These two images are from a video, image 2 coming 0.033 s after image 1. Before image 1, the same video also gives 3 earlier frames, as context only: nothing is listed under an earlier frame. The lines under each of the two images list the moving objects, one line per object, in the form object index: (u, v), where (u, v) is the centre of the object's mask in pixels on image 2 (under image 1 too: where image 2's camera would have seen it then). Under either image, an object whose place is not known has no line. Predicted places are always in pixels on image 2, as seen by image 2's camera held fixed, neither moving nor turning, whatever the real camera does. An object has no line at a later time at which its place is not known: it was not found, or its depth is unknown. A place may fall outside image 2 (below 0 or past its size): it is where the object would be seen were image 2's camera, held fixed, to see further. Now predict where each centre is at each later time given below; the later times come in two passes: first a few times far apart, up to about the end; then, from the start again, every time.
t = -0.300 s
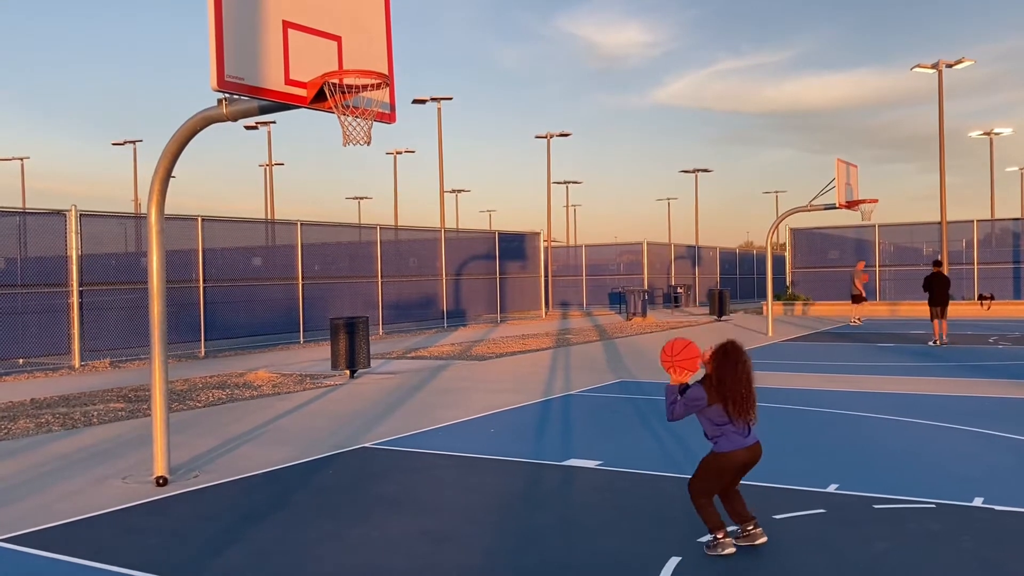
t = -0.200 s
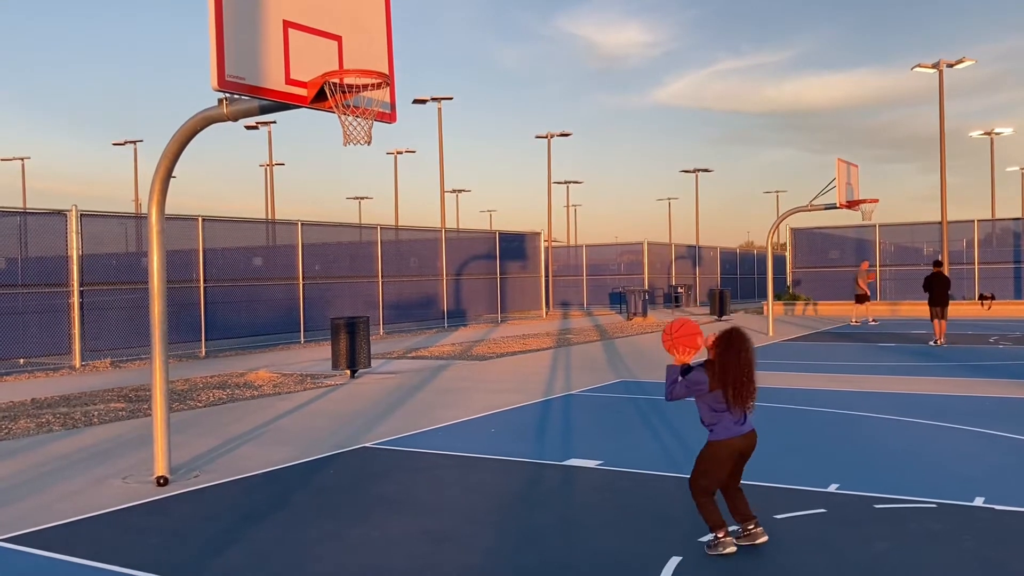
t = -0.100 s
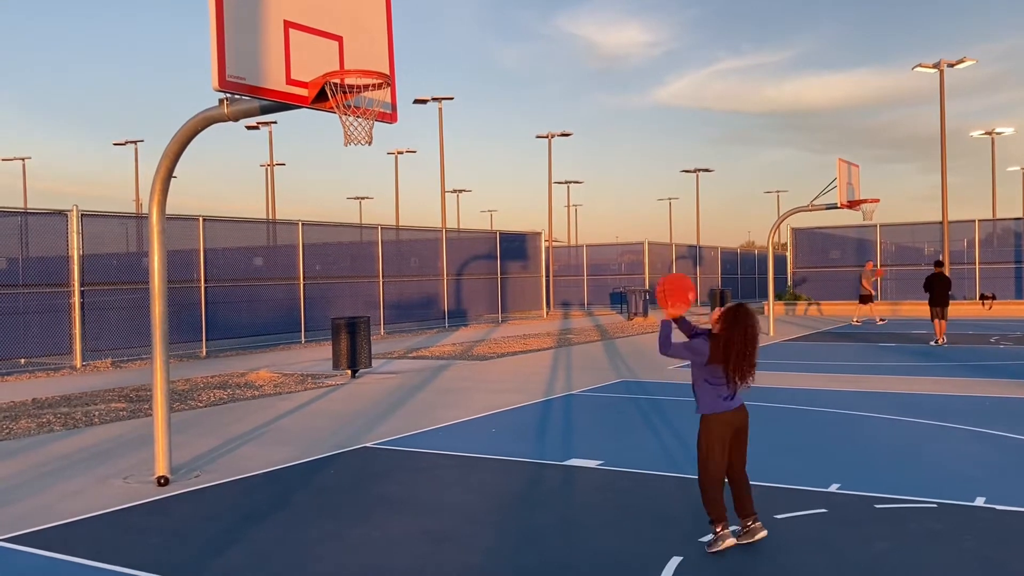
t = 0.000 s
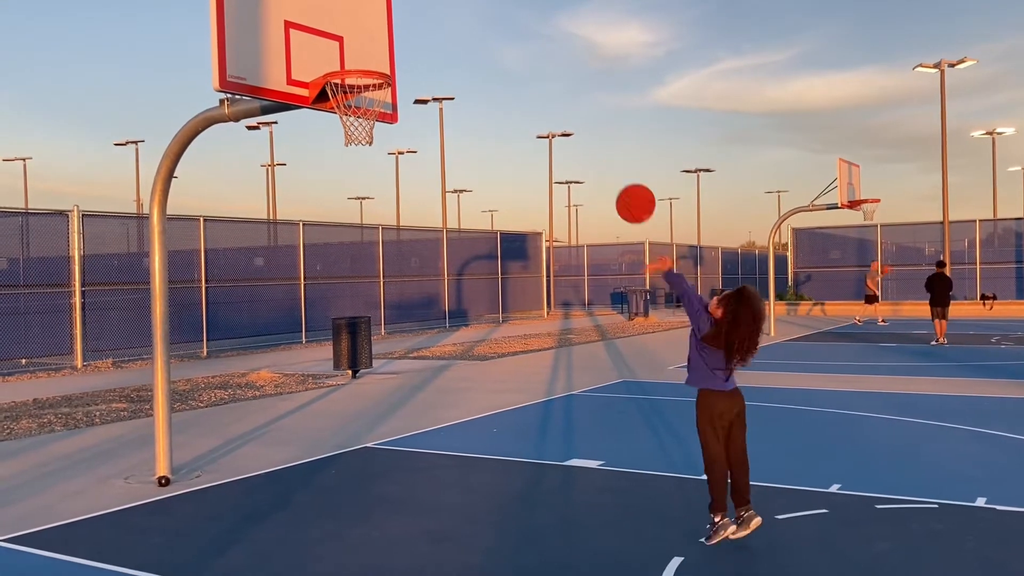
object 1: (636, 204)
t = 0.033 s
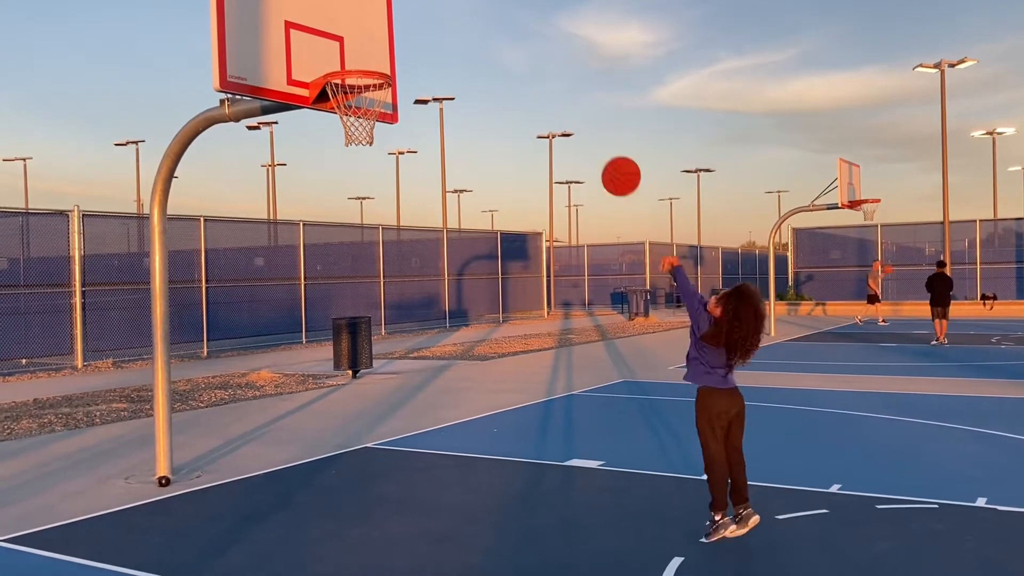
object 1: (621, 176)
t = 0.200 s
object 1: (552, 72)
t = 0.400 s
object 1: (480, 14)
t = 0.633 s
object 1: (407, 23)
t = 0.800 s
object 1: (361, 65)
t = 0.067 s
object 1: (607, 151)
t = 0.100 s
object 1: (593, 128)
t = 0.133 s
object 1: (579, 107)
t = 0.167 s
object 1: (565, 89)
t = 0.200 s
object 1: (552, 72)
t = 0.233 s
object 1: (540, 57)
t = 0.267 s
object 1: (527, 45)
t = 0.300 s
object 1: (515, 34)
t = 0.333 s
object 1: (503, 25)
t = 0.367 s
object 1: (492, 18)
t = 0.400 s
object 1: (480, 14)
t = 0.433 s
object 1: (469, 12)
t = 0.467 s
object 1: (458, 11)
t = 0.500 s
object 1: (448, 10)
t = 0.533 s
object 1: (437, 11)
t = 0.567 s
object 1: (427, 13)
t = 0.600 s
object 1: (416, 17)
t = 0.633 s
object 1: (407, 23)
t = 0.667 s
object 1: (397, 31)
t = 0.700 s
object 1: (387, 40)
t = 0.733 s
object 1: (378, 51)
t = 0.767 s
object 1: (369, 59)
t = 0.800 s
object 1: (361, 65)
